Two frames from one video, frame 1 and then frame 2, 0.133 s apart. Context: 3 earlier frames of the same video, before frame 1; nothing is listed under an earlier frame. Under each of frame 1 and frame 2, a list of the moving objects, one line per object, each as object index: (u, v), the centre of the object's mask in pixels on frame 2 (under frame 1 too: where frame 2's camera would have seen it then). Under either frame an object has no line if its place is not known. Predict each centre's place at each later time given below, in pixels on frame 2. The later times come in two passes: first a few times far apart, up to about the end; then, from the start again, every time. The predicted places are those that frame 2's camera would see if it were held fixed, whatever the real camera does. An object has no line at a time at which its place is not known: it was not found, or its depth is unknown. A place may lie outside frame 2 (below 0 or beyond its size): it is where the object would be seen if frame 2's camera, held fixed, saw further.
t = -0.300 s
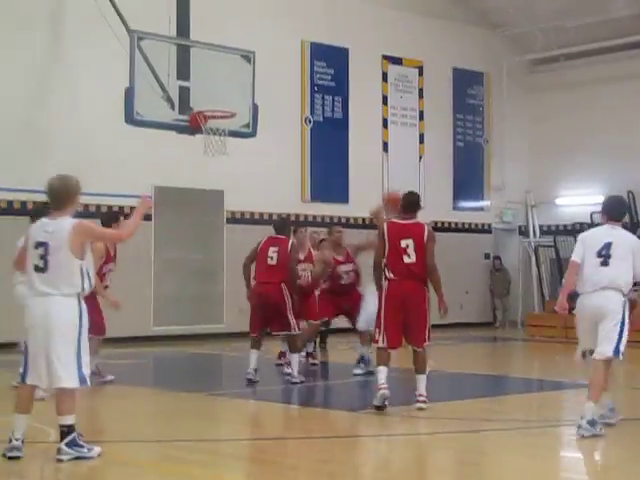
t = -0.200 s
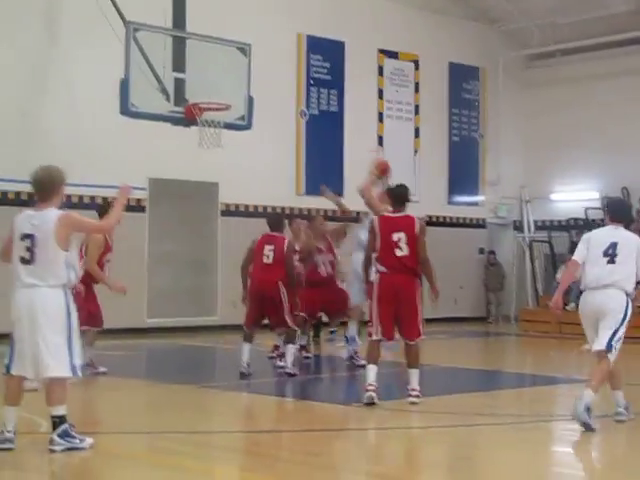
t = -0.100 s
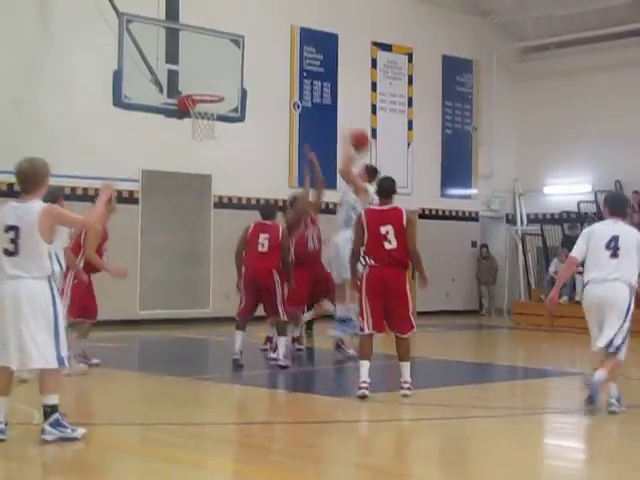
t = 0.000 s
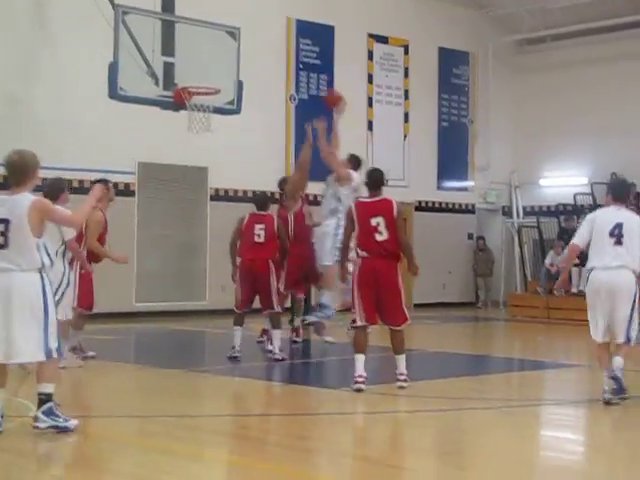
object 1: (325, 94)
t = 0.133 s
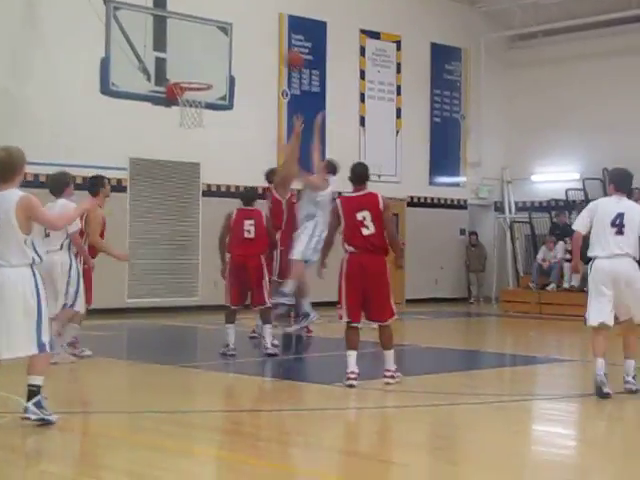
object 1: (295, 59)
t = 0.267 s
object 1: (261, 41)
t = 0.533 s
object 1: (202, 47)
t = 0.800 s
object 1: (220, 72)
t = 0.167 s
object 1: (286, 55)
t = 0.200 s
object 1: (277, 49)
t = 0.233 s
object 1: (269, 45)
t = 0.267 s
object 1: (261, 41)
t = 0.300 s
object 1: (254, 39)
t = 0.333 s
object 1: (246, 38)
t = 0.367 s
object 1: (240, 38)
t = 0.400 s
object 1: (231, 37)
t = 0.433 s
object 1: (224, 38)
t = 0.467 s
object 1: (217, 41)
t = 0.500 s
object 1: (209, 44)
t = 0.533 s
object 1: (202, 47)
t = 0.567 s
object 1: (200, 50)
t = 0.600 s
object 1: (202, 53)
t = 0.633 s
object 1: (205, 57)
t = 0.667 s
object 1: (208, 61)
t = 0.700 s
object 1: (210, 67)
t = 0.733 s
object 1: (213, 73)
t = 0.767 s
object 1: (216, 75)
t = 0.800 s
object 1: (220, 72)
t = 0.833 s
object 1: (225, 70)
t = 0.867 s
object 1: (228, 70)
